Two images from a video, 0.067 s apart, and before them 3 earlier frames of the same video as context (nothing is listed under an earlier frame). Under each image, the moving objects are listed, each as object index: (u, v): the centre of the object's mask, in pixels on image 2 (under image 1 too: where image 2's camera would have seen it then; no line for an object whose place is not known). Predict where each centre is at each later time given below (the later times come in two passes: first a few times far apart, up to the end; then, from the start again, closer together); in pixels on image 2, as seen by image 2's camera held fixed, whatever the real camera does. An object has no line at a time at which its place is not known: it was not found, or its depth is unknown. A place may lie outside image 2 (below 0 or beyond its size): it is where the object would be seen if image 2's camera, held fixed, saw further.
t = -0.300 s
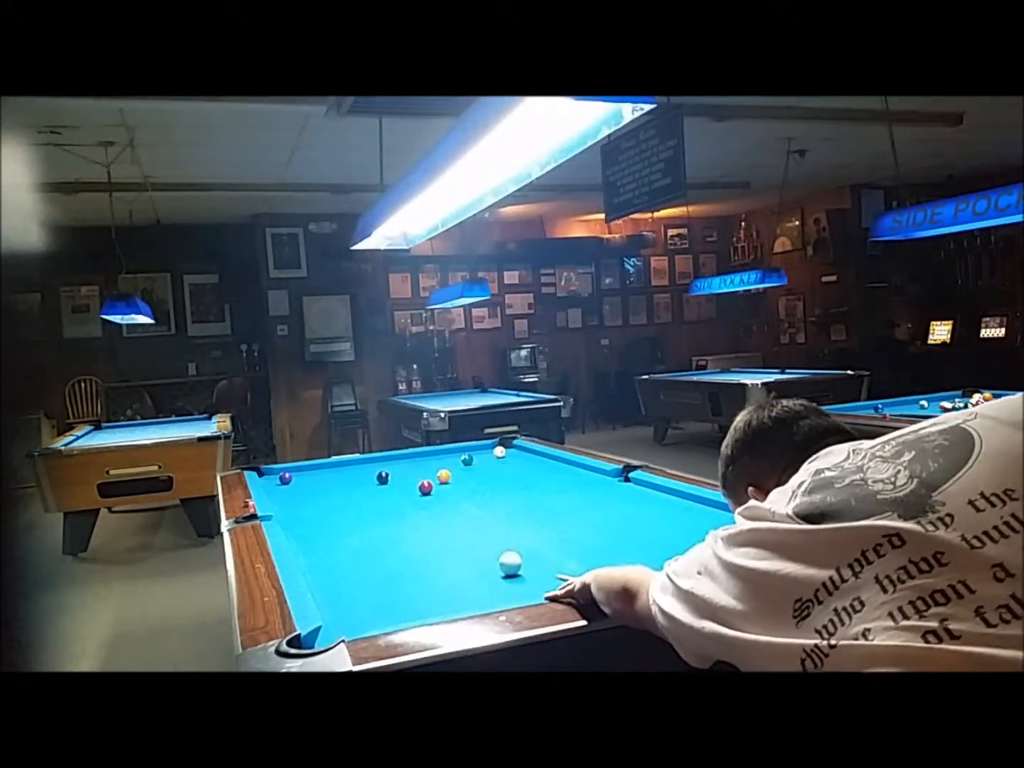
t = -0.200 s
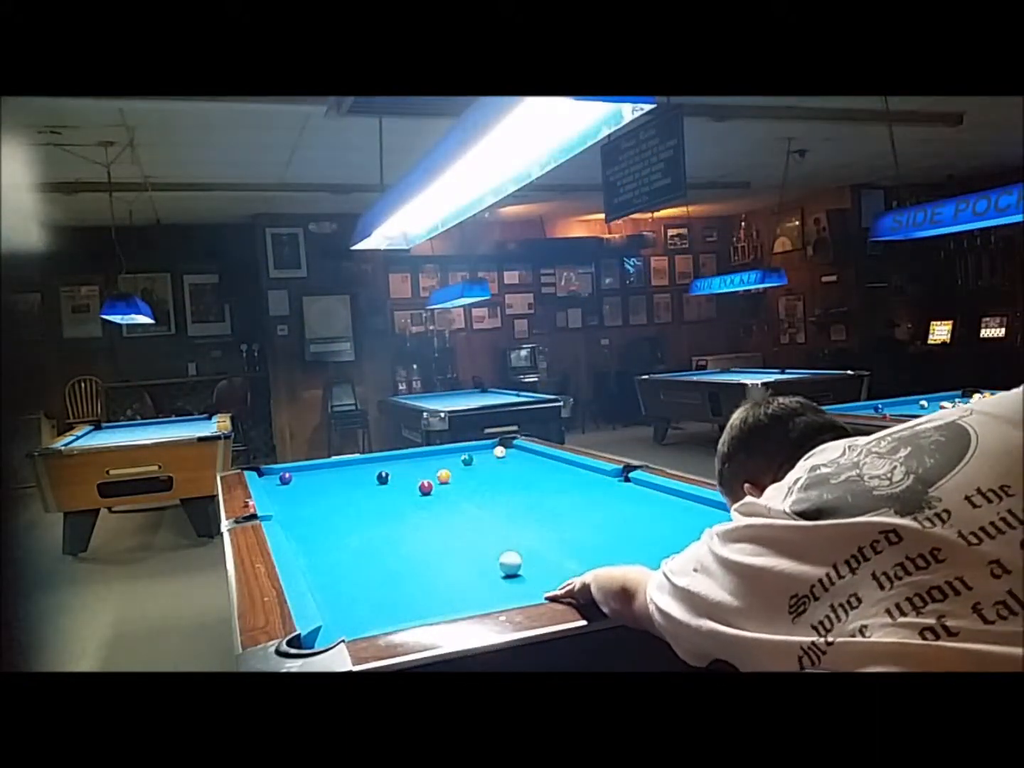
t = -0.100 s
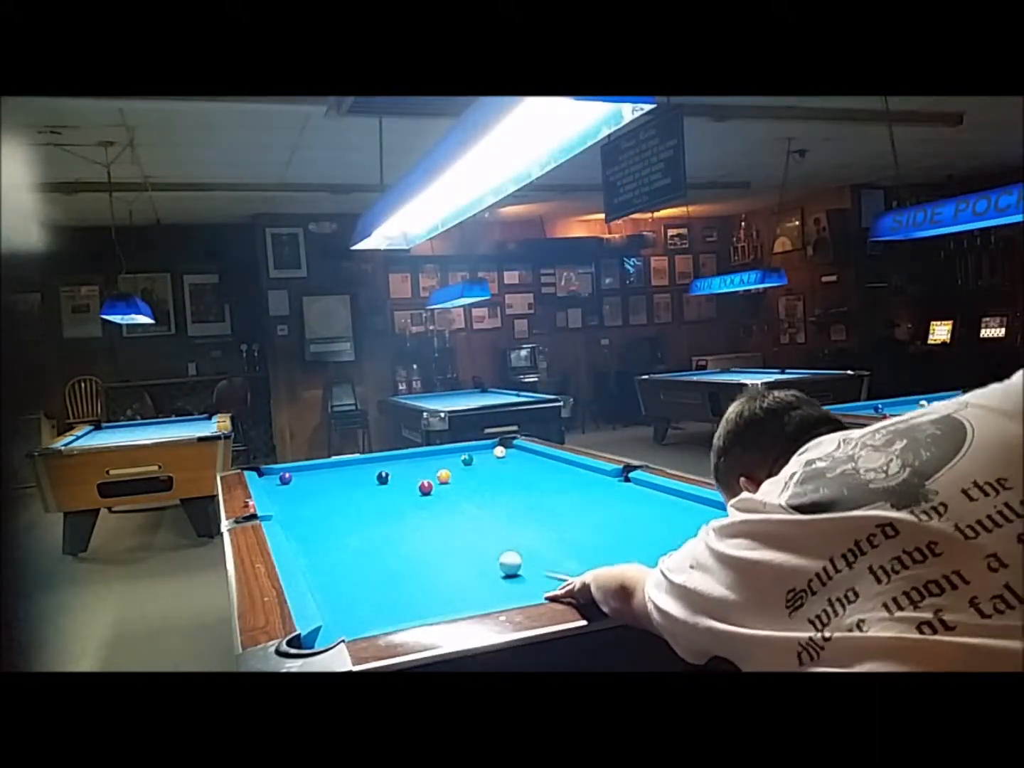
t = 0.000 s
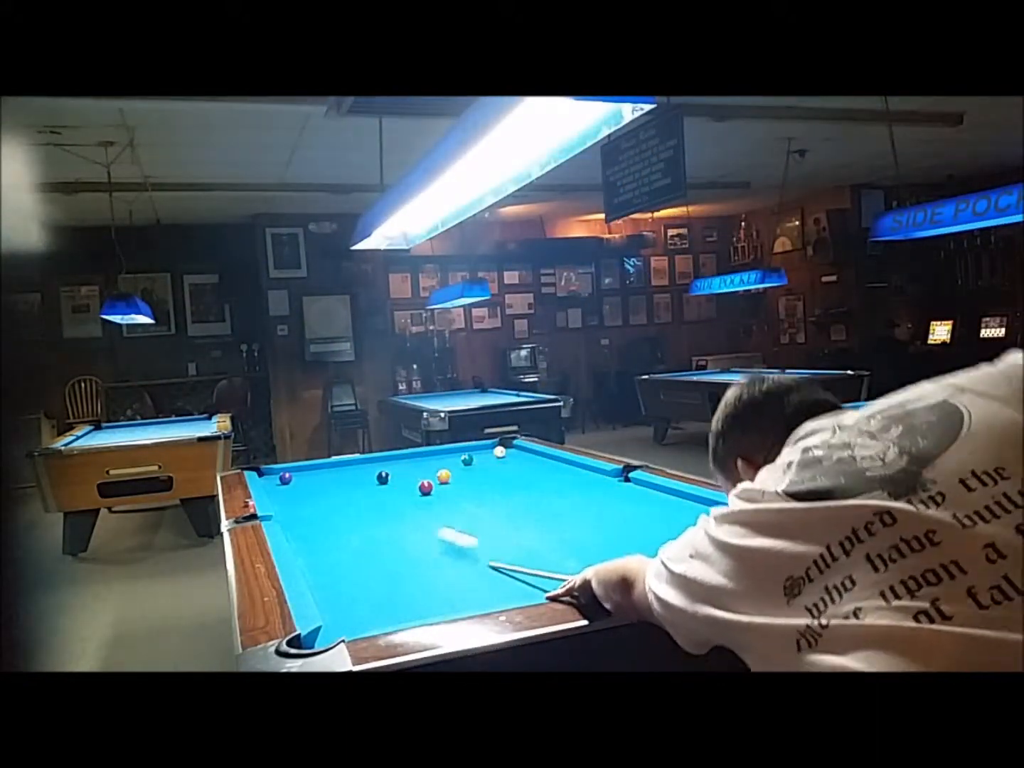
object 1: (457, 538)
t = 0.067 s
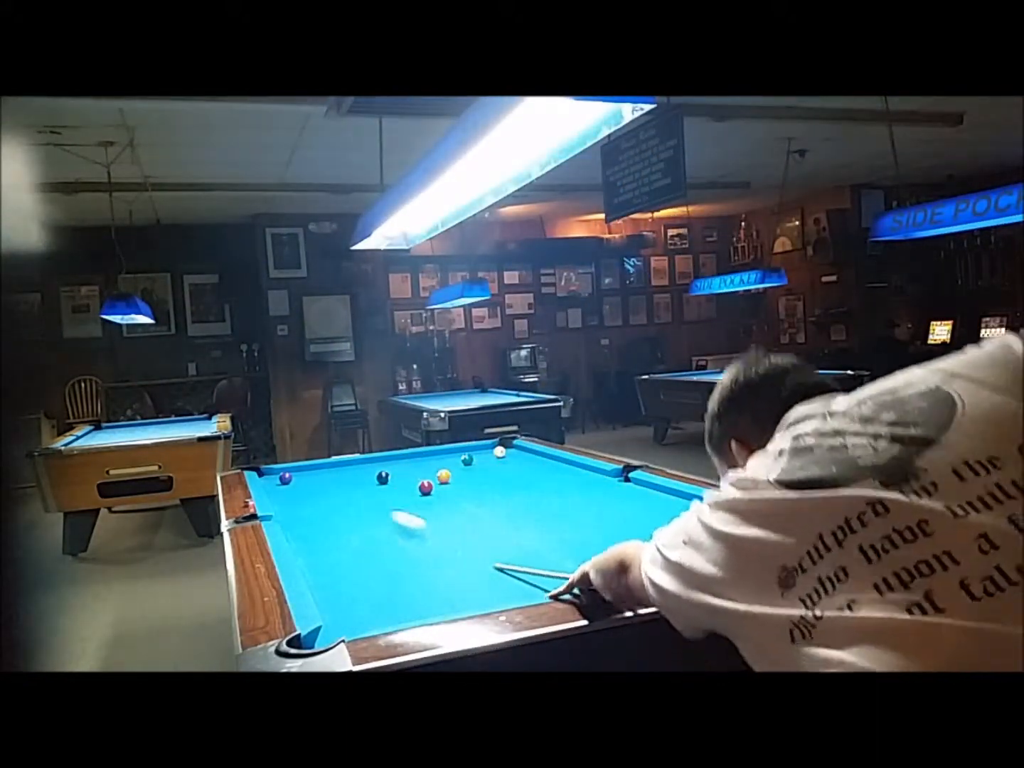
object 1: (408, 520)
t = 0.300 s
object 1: (301, 482)
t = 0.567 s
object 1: (302, 476)
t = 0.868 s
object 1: (314, 474)
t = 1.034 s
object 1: (319, 472)
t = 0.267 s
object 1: (313, 486)
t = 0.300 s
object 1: (301, 482)
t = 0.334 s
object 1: (293, 479)
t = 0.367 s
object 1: (293, 478)
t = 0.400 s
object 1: (295, 478)
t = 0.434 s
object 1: (297, 478)
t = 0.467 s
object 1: (298, 477)
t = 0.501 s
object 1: (299, 477)
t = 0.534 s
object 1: (301, 477)
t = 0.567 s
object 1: (302, 476)
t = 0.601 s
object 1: (304, 476)
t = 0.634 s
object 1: (305, 476)
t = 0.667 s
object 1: (306, 475)
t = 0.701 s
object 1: (307, 475)
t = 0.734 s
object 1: (309, 475)
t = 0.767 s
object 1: (310, 474)
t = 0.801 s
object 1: (311, 474)
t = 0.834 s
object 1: (312, 474)
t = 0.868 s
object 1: (314, 474)
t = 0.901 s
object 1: (315, 473)
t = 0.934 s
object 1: (316, 473)
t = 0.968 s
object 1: (317, 473)
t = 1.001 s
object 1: (318, 473)
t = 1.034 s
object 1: (319, 472)
